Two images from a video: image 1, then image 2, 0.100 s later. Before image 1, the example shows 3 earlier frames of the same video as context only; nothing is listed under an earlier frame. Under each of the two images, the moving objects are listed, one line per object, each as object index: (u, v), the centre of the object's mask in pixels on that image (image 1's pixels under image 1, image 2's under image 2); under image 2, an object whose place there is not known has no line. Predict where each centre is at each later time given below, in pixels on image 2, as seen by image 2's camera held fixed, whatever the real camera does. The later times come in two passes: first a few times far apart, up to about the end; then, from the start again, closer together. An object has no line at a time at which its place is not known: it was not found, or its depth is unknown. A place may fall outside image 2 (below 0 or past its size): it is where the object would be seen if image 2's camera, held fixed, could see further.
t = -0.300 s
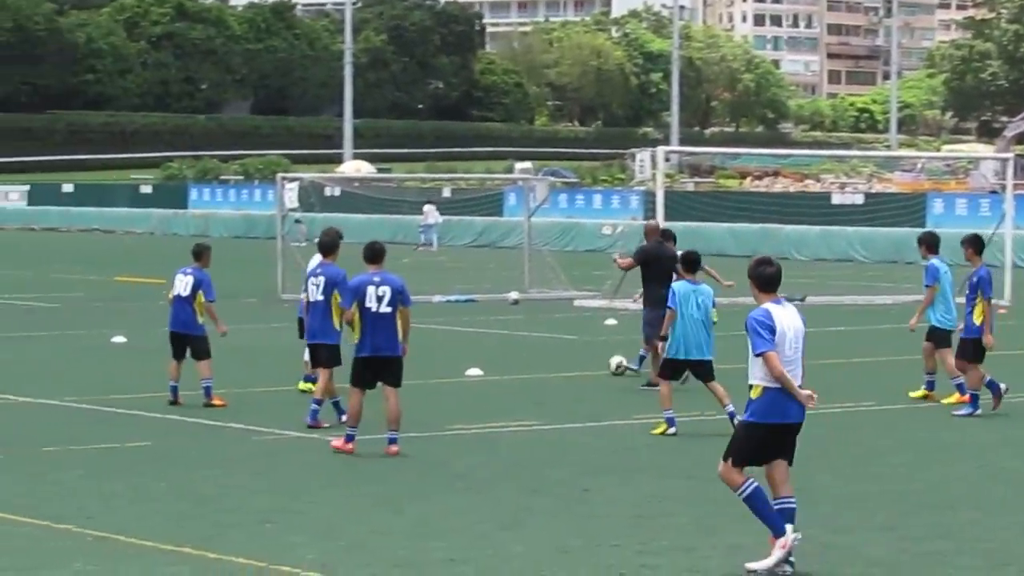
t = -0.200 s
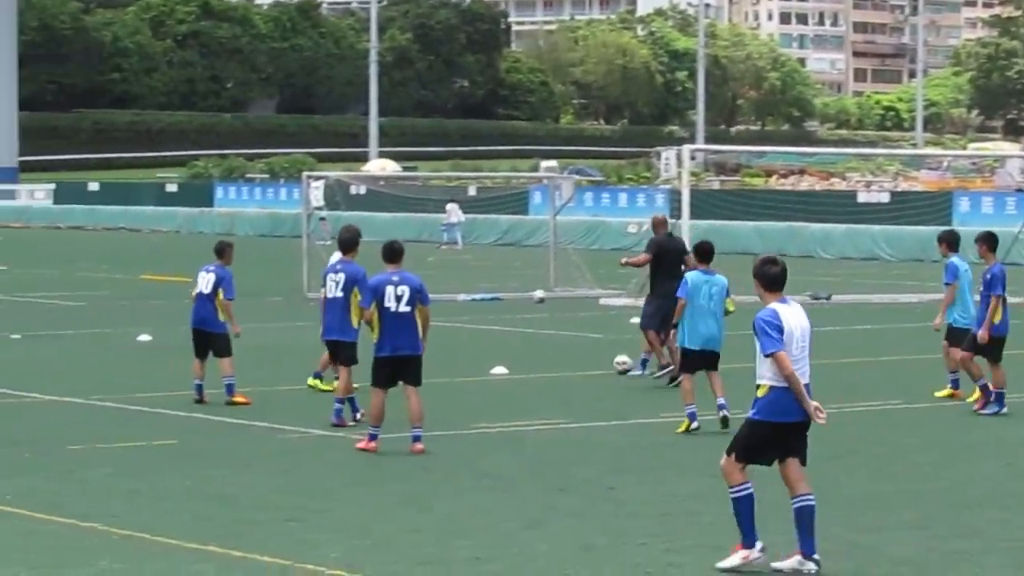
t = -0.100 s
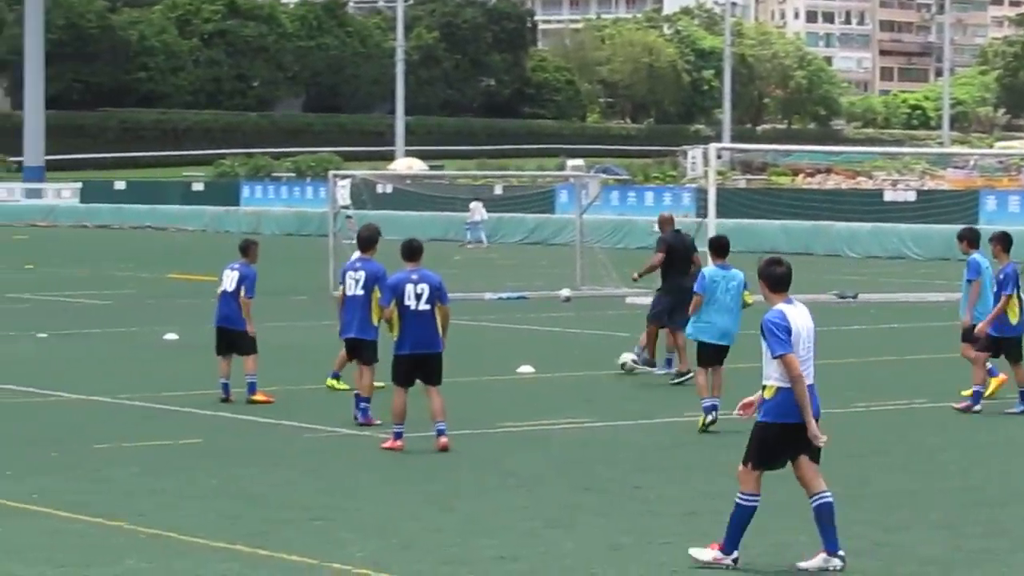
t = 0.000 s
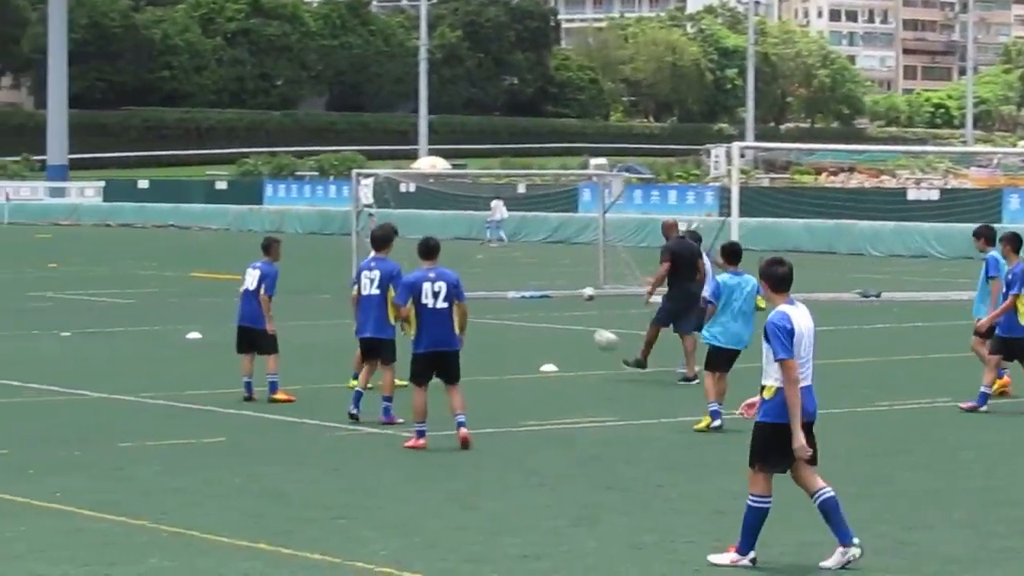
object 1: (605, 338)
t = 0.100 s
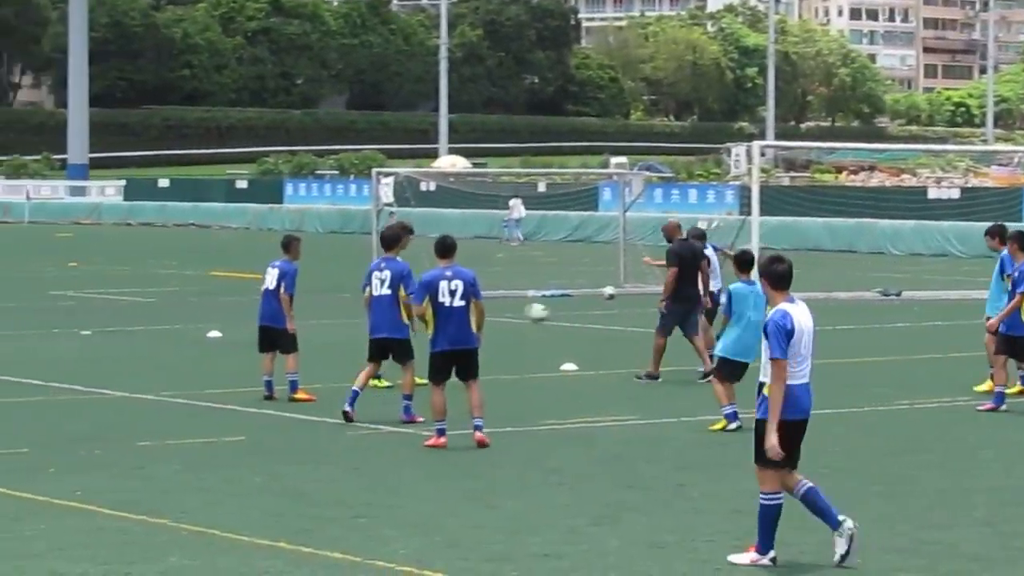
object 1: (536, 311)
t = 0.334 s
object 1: (337, 285)
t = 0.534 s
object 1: (196, 301)
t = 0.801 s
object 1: (36, 334)
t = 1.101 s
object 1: (-66, 300)
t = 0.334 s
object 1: (337, 285)
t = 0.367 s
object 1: (320, 286)
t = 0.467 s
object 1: (245, 293)
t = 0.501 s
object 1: (220, 297)
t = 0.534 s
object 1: (196, 301)
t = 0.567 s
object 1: (173, 307)
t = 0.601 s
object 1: (149, 312)
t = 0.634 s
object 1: (126, 321)
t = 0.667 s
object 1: (102, 328)
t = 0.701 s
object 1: (79, 336)
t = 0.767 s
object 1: (46, 343)
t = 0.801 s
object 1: (36, 334)
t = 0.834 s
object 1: (24, 327)
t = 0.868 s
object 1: (12, 320)
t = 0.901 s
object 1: (1, 314)
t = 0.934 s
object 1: (-10, 310)
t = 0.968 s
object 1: (-21, 306)
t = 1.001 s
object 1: (-32, 304)
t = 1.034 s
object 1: (-44, 300)
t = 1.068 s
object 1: (-56, 300)
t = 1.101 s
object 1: (-66, 300)
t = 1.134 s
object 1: (-77, 301)
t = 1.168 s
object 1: (-89, 303)
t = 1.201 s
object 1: (-100, 306)
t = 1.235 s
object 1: (-111, 310)
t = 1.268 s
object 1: (-123, 315)
